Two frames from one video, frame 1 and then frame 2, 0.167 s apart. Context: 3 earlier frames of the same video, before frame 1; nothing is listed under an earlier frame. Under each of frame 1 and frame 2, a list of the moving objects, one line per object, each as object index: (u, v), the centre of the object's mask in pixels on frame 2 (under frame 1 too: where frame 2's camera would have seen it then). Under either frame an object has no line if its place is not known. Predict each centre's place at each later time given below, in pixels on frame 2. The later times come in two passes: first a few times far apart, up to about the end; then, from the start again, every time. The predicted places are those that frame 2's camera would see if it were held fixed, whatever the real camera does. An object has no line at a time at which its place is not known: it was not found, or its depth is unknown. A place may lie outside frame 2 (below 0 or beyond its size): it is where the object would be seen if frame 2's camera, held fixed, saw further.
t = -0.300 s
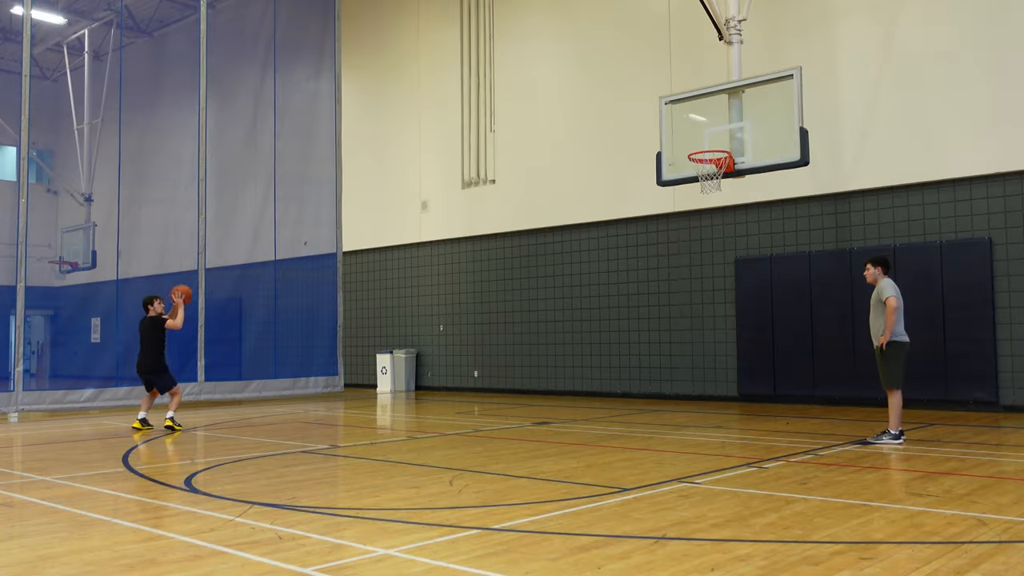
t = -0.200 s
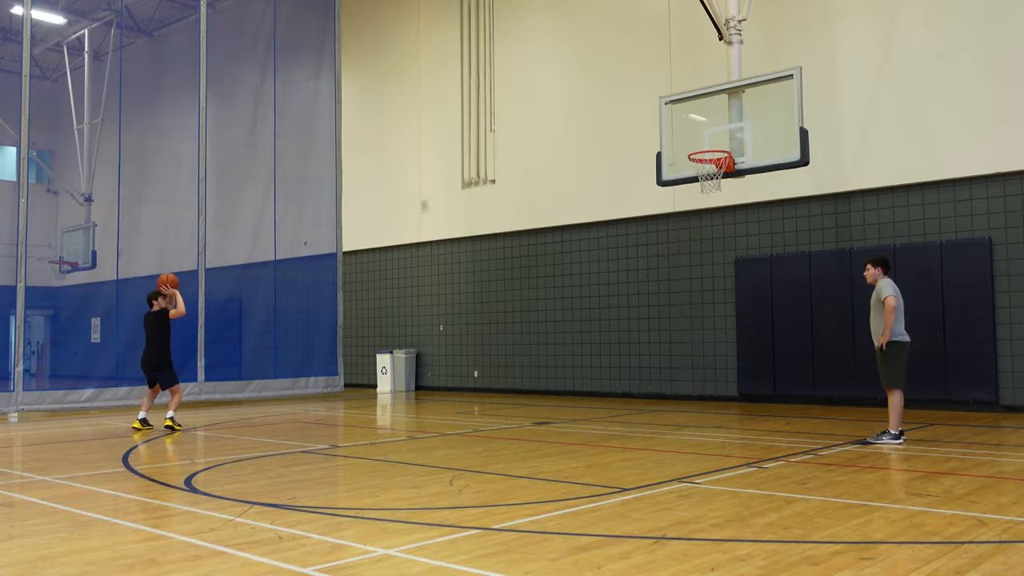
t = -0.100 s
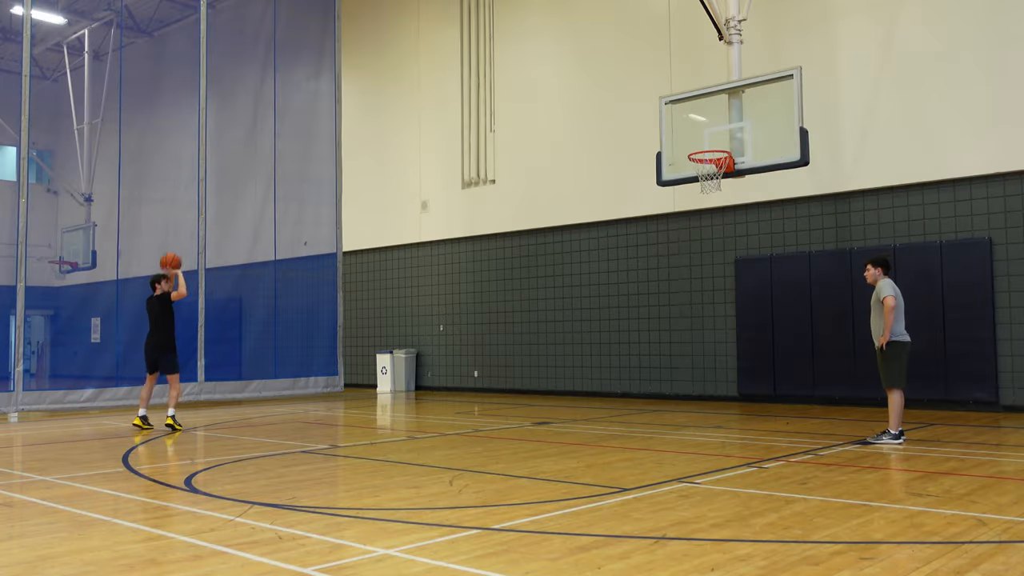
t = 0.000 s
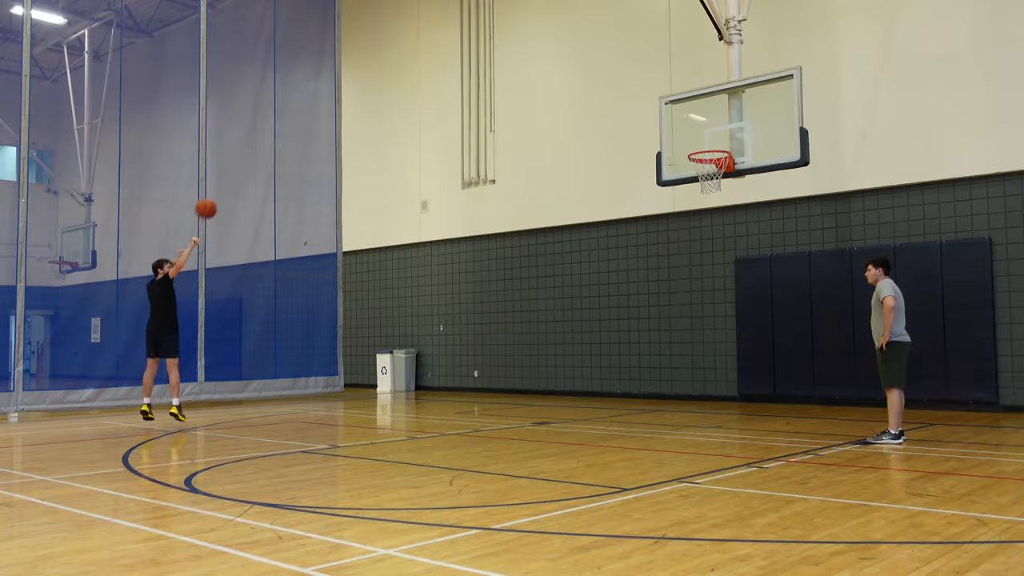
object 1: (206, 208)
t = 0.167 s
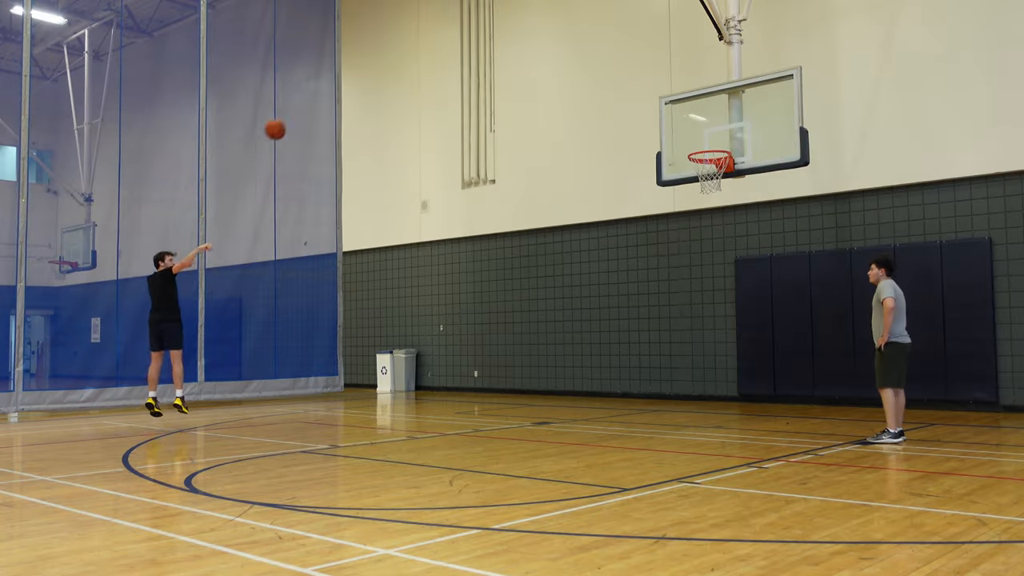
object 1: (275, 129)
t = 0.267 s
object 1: (316, 92)
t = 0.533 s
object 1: (425, 35)
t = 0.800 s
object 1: (535, 37)
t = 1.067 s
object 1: (646, 99)
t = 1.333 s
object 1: (682, 121)
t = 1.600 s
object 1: (658, 127)
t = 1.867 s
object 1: (631, 218)
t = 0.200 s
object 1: (289, 116)
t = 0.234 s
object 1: (302, 104)
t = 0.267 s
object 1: (316, 92)
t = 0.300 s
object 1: (330, 82)
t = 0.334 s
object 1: (343, 73)
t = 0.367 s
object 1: (357, 64)
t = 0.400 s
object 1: (371, 57)
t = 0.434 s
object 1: (384, 50)
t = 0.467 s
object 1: (398, 44)
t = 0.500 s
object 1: (411, 40)
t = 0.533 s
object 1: (425, 35)
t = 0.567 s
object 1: (439, 32)
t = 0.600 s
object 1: (452, 30)
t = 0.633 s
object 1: (466, 29)
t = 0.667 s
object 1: (480, 29)
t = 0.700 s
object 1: (493, 30)
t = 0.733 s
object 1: (507, 31)
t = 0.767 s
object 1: (521, 34)
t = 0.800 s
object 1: (535, 37)
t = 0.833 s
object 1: (548, 42)
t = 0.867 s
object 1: (562, 47)
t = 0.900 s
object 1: (576, 53)
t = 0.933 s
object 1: (590, 61)
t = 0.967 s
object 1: (604, 69)
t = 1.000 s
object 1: (618, 78)
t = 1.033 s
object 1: (632, 88)
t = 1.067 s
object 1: (646, 99)
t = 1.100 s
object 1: (661, 112)
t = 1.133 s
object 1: (675, 125)
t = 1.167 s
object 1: (689, 139)
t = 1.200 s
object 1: (693, 141)
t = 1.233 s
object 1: (691, 135)
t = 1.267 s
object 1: (688, 130)
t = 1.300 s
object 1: (685, 125)
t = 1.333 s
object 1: (682, 121)
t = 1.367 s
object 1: (679, 118)
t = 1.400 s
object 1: (676, 116)
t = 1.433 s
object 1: (673, 115)
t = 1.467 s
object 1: (670, 115)
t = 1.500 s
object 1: (667, 116)
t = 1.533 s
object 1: (664, 119)
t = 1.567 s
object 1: (661, 122)
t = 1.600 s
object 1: (658, 127)
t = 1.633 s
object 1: (655, 133)
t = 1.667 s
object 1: (651, 140)
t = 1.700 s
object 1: (648, 149)
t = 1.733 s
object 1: (645, 160)
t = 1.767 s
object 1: (641, 172)
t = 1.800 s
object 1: (638, 185)
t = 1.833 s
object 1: (634, 200)
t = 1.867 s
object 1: (631, 218)
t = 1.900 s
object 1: (627, 237)
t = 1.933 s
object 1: (624, 258)
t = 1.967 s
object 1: (620, 281)
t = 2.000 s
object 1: (616, 307)
